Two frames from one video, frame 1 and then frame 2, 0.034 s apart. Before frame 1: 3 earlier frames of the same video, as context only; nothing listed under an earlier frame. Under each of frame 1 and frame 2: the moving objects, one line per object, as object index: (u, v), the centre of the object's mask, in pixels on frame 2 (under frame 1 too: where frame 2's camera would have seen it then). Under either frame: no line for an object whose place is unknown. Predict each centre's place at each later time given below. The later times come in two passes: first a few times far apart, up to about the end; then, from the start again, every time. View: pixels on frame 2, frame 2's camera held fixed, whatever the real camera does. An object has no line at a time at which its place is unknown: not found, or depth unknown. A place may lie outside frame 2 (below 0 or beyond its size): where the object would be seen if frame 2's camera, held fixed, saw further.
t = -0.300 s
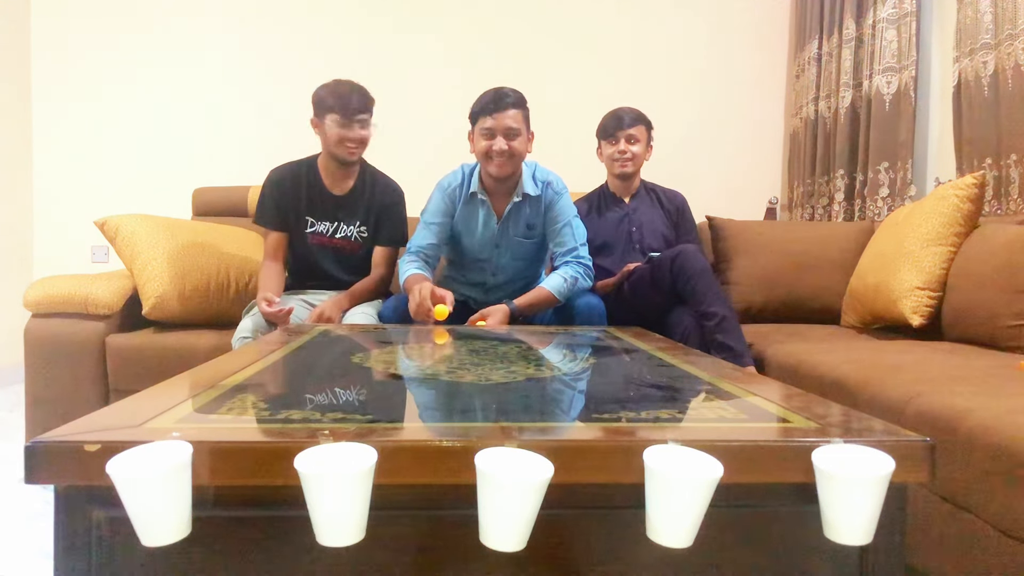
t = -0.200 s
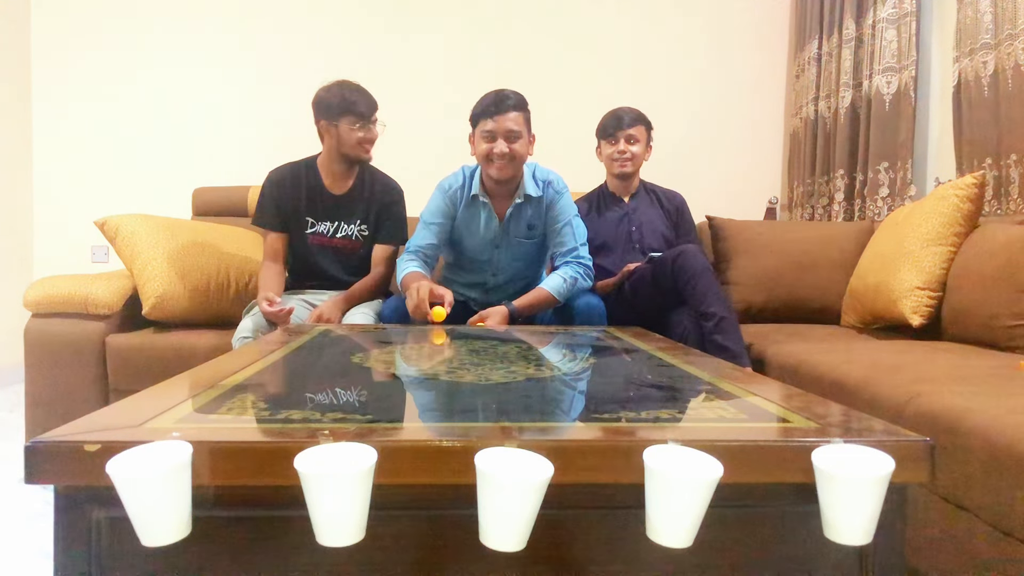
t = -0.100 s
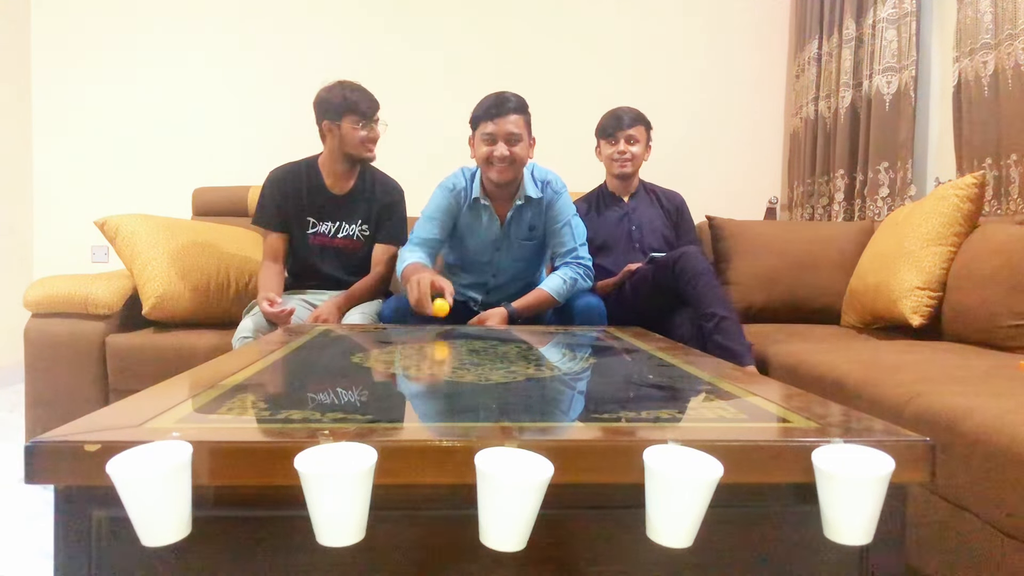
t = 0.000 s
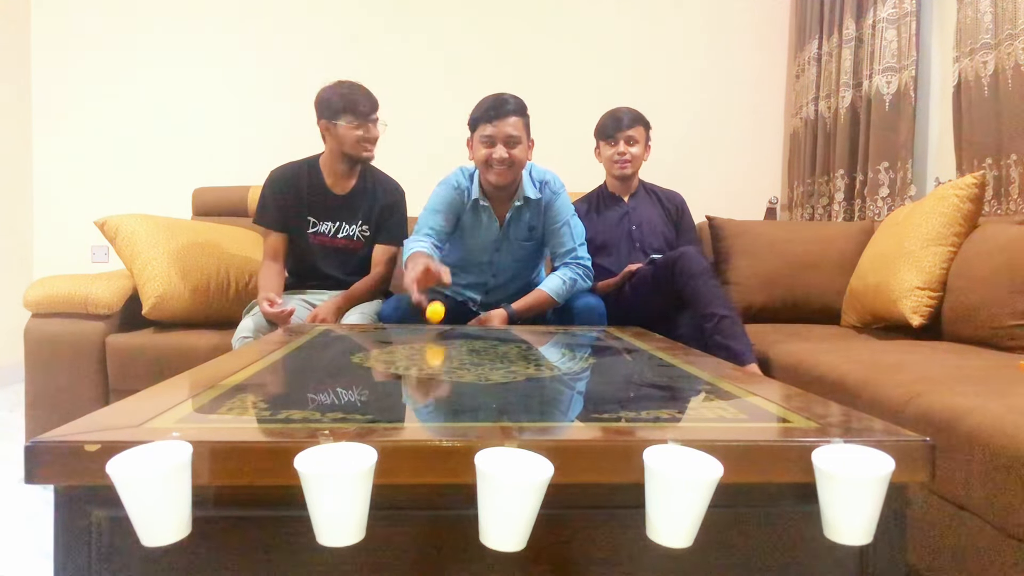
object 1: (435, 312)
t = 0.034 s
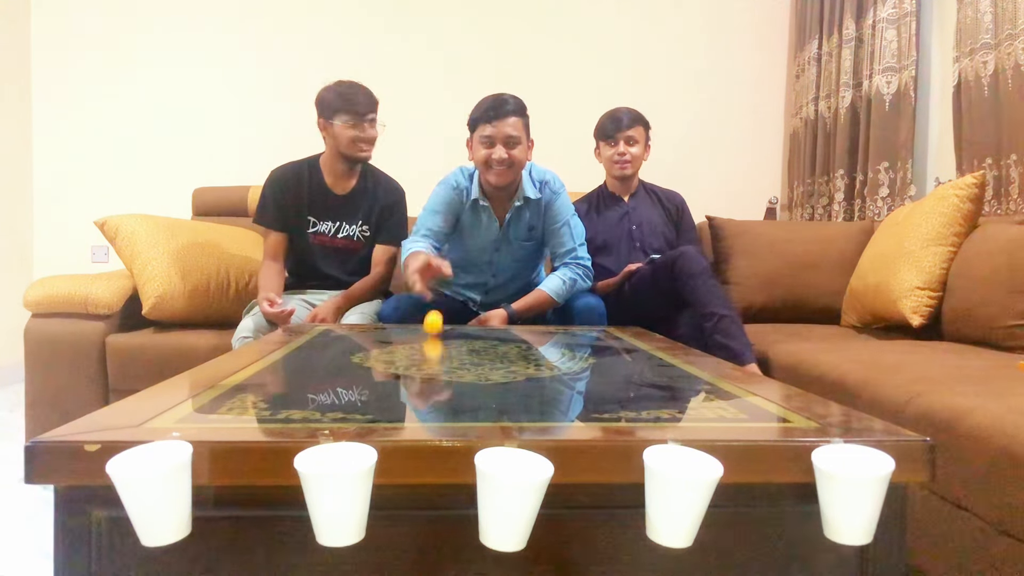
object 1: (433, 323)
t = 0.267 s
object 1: (414, 326)
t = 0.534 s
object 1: (391, 345)
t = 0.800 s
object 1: (377, 360)
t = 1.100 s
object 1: (381, 381)
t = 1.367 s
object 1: (405, 403)
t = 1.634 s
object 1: (446, 479)
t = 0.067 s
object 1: (431, 320)
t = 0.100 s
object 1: (428, 314)
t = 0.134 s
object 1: (425, 315)
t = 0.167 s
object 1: (422, 321)
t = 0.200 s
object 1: (420, 330)
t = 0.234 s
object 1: (417, 326)
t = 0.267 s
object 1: (414, 326)
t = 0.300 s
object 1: (410, 332)
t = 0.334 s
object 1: (408, 334)
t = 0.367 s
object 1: (405, 333)
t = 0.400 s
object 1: (402, 337)
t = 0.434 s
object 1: (399, 338)
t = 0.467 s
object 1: (397, 337)
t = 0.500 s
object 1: (394, 340)
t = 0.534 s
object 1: (391, 345)
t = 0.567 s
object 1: (389, 346)
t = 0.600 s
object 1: (387, 349)
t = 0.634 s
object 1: (385, 349)
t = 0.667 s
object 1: (382, 352)
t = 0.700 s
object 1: (381, 354)
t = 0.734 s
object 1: (379, 355)
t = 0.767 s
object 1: (378, 358)
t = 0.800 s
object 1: (377, 360)
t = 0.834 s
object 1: (377, 362)
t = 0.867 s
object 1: (376, 365)
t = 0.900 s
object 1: (376, 367)
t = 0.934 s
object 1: (376, 369)
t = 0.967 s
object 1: (377, 372)
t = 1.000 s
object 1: (378, 374)
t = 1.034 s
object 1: (379, 376)
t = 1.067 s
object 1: (380, 379)
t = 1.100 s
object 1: (381, 381)
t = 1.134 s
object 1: (383, 384)
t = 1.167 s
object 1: (386, 386)
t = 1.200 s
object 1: (388, 389)
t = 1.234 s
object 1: (390, 391)
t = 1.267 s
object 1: (393, 394)
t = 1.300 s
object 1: (396, 397)
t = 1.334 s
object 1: (400, 400)
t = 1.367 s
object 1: (405, 403)
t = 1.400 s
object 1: (409, 406)
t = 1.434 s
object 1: (413, 405)
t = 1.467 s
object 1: (417, 410)
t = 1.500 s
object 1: (422, 413)
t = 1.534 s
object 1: (428, 417)
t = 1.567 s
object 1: (434, 427)
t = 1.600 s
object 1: (440, 447)
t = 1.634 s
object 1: (446, 479)
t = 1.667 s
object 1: (452, 524)
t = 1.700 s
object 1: (457, 557)
